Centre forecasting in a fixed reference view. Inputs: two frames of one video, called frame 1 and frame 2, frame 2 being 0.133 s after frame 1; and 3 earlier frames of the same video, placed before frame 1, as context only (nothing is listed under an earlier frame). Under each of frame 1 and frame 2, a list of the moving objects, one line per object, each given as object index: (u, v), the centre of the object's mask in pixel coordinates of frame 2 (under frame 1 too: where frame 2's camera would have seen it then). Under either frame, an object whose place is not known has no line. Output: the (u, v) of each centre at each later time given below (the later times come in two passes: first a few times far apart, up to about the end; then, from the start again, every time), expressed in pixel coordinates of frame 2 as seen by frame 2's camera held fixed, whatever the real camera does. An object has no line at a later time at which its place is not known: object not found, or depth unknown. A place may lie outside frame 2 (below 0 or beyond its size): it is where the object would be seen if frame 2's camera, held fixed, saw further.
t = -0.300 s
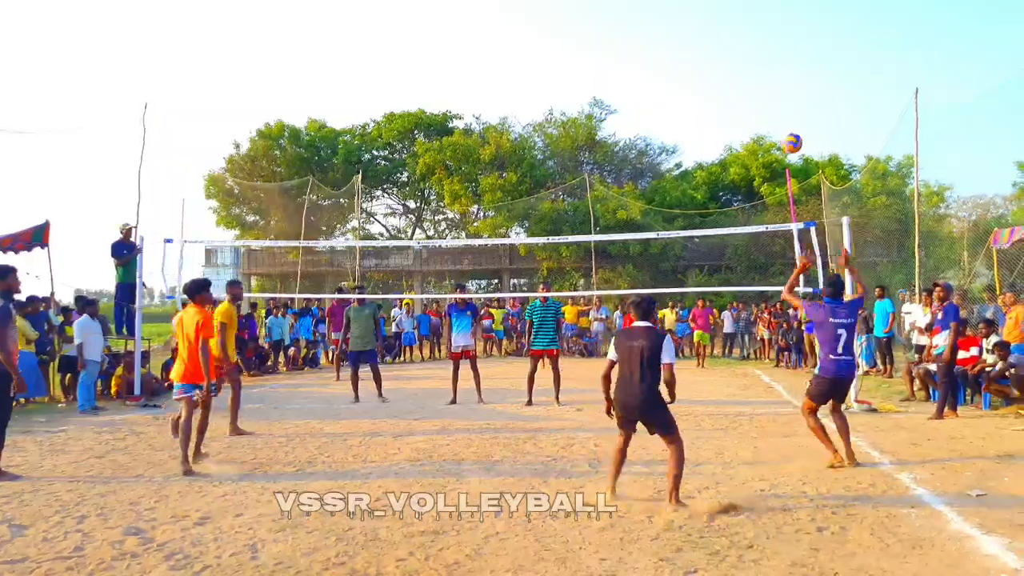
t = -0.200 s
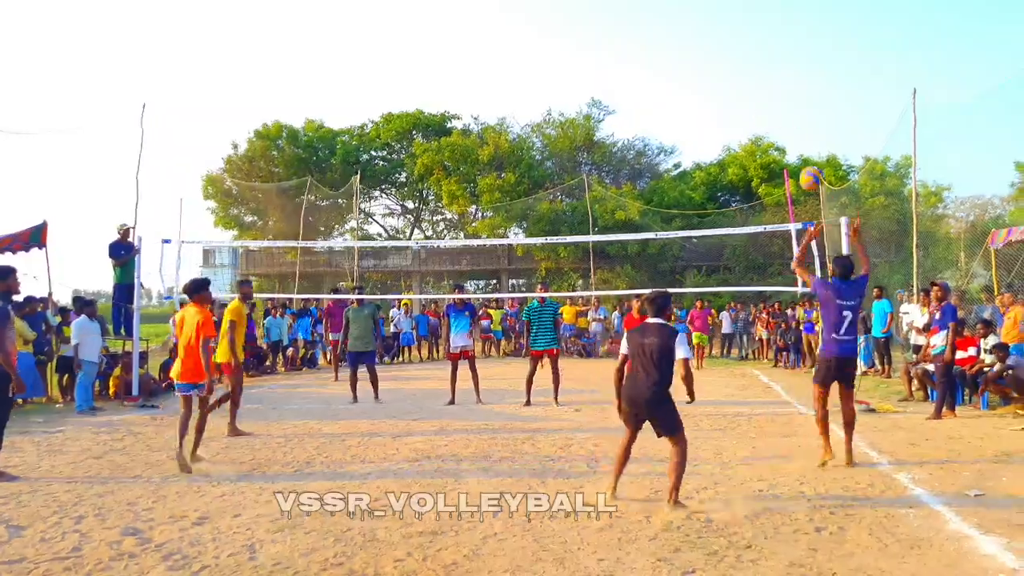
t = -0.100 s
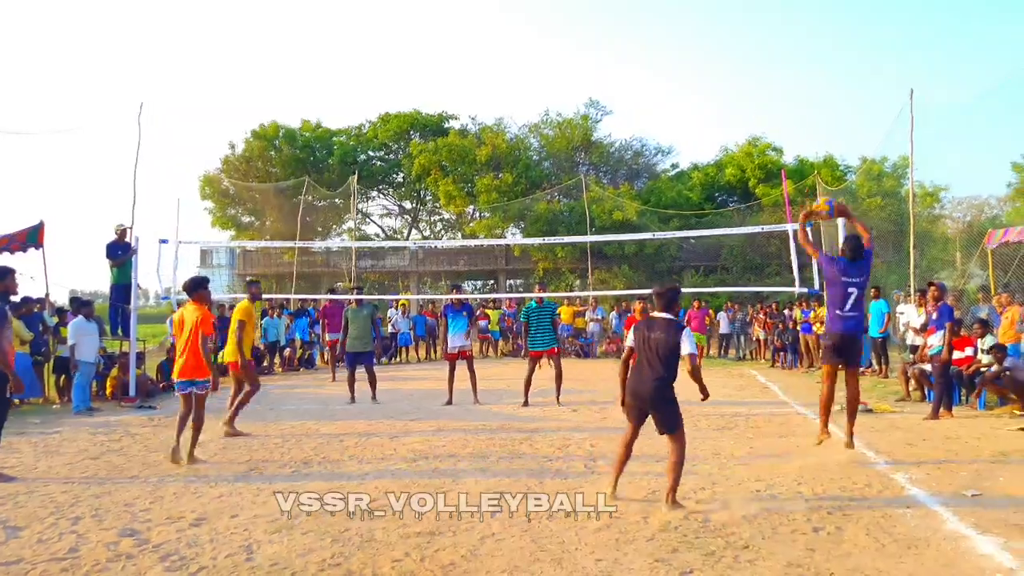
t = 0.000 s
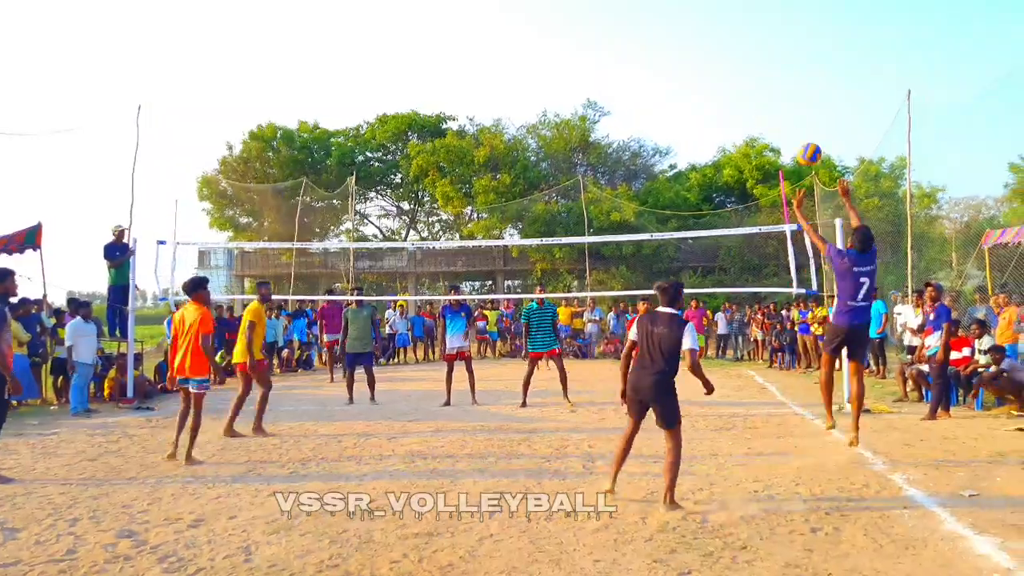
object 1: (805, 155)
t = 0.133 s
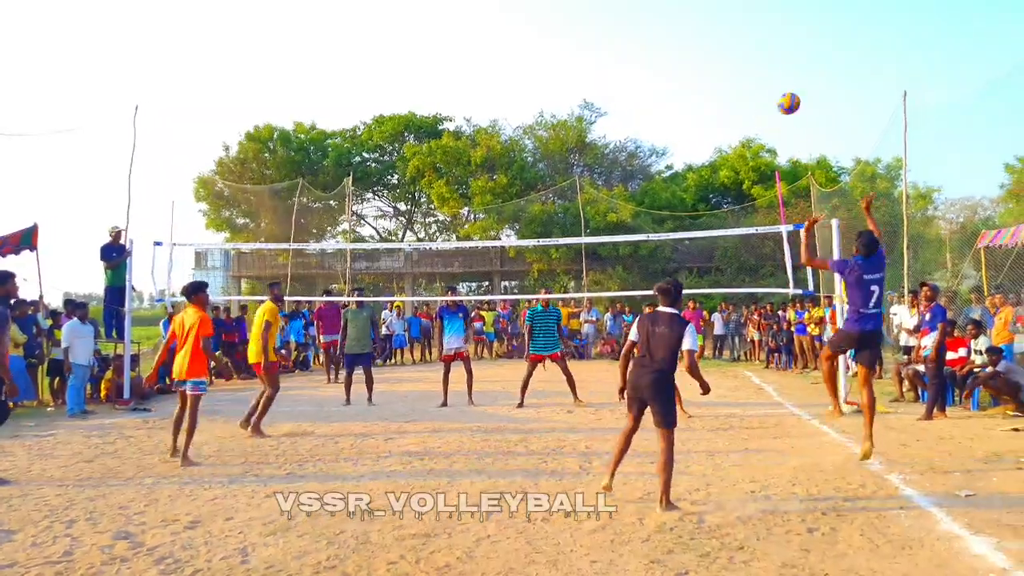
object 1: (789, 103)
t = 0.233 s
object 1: (776, 80)
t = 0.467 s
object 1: (751, 66)
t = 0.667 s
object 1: (733, 92)
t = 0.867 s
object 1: (717, 147)
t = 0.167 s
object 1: (784, 94)
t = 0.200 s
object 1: (780, 86)
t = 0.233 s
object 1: (776, 80)
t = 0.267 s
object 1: (772, 75)
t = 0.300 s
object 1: (768, 70)
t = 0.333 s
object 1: (765, 67)
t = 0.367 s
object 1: (761, 65)
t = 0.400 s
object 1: (758, 64)
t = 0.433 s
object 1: (754, 65)
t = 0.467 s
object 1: (751, 66)
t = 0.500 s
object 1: (748, 68)
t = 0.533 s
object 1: (745, 71)
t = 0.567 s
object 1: (742, 75)
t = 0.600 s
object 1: (739, 80)
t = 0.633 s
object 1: (736, 86)
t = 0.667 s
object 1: (733, 92)
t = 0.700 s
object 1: (730, 100)
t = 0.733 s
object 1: (727, 108)
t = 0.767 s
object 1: (725, 116)
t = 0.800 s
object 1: (722, 126)
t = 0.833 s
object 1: (719, 136)
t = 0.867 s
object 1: (717, 147)
